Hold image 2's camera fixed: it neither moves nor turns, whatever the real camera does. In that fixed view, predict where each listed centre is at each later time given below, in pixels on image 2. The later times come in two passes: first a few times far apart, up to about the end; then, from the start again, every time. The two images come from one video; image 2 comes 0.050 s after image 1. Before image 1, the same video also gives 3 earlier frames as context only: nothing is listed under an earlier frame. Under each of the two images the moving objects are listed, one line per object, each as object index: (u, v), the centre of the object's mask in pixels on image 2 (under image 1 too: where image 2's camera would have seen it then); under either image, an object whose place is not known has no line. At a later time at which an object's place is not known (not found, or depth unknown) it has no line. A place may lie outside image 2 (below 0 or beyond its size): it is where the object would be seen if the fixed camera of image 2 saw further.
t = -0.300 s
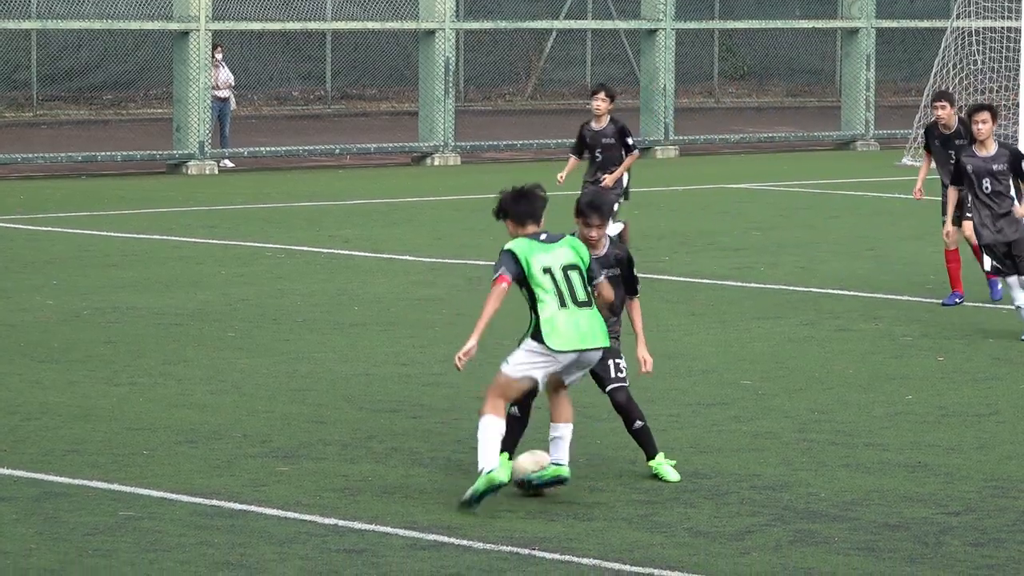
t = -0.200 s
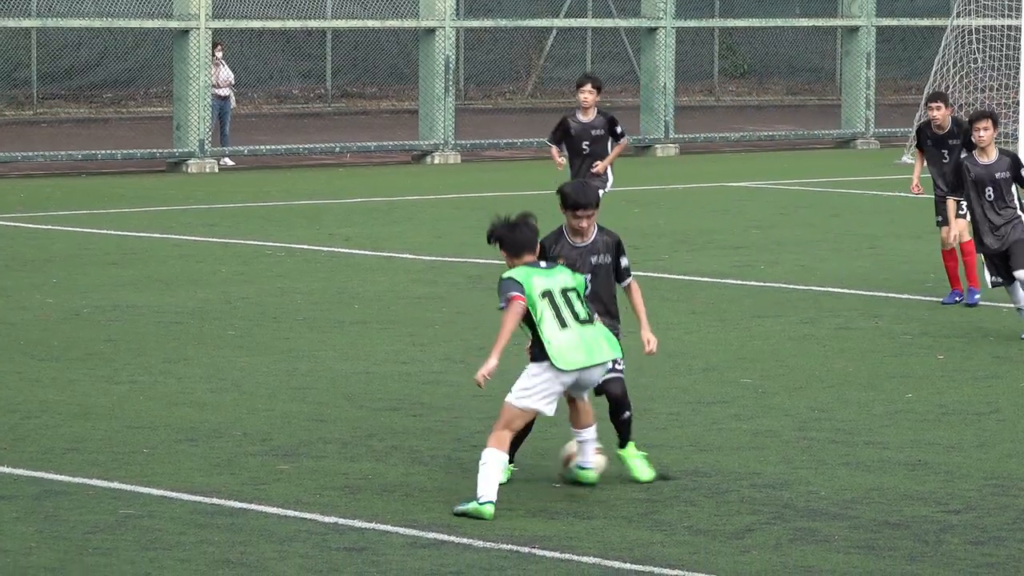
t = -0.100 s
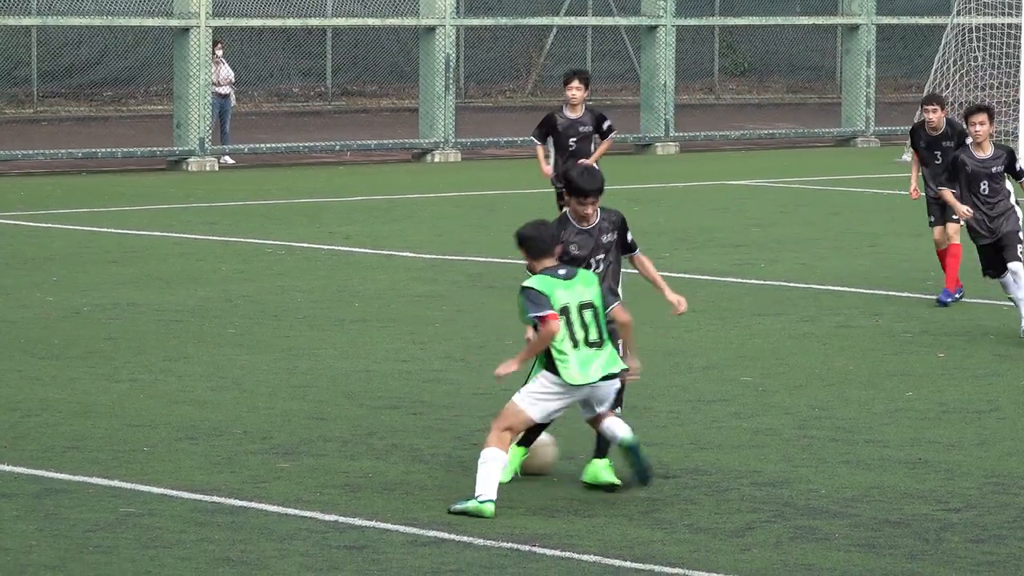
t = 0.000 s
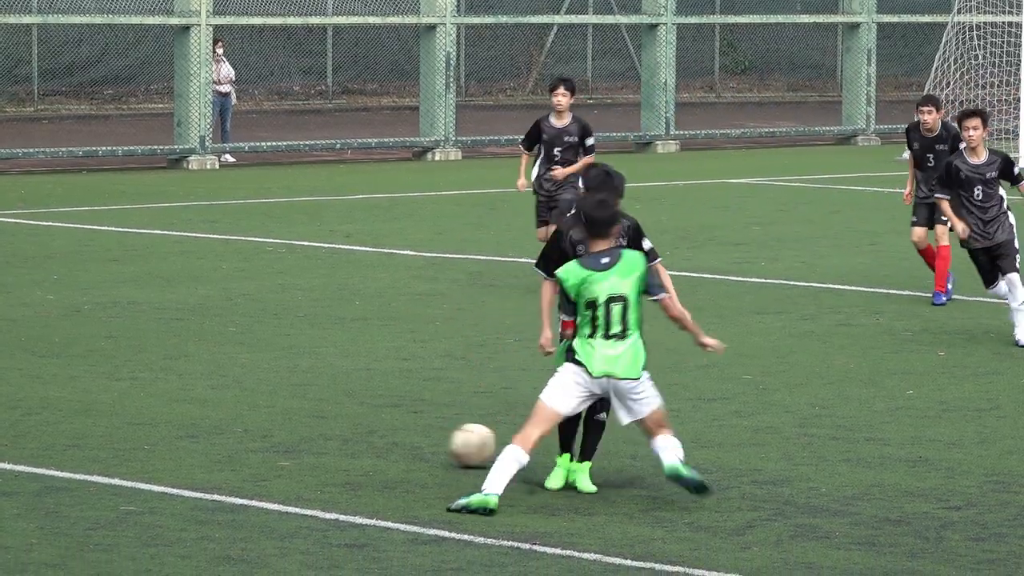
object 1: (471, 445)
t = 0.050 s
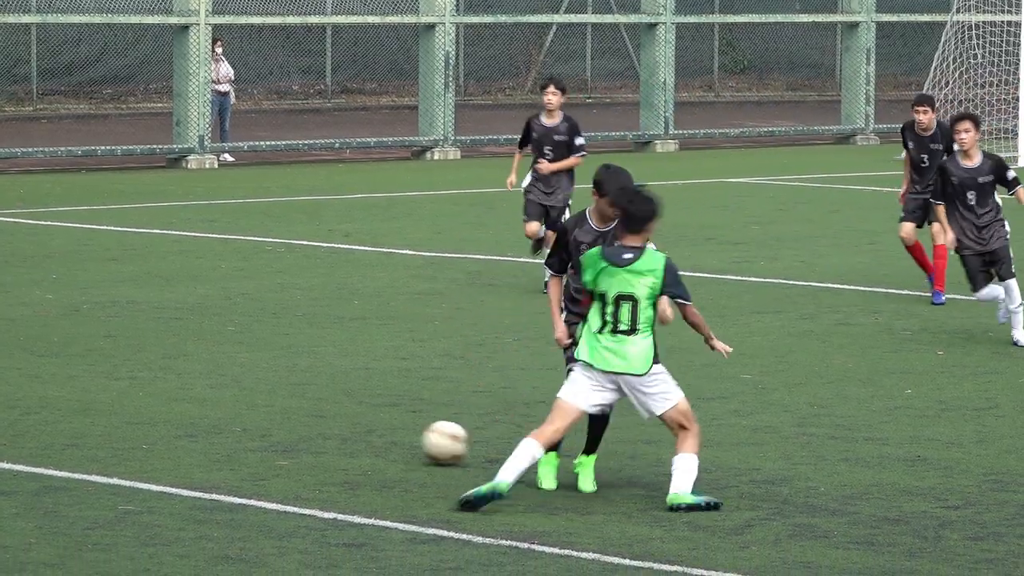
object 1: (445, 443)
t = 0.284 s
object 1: (349, 433)
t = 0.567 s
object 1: (256, 426)
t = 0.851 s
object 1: (172, 417)
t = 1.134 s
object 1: (99, 413)
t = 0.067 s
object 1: (437, 442)
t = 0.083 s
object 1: (429, 441)
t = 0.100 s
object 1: (421, 441)
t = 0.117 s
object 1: (414, 440)
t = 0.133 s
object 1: (406, 440)
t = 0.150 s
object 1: (399, 439)
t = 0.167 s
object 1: (392, 438)
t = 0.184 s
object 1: (386, 437)
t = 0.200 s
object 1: (379, 436)
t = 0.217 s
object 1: (373, 436)
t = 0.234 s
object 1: (367, 436)
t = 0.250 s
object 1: (361, 436)
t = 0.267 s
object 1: (355, 435)
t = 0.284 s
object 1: (349, 433)
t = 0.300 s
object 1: (344, 432)
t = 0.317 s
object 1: (337, 431)
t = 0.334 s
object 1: (332, 431)
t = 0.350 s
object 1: (326, 431)
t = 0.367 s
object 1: (320, 433)
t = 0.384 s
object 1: (314, 432)
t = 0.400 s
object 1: (309, 430)
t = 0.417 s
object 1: (303, 429)
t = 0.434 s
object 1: (297, 428)
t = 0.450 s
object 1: (292, 427)
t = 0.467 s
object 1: (287, 428)
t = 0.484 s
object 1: (281, 428)
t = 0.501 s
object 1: (277, 429)
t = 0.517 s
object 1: (271, 428)
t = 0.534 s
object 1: (266, 426)
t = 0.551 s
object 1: (261, 426)
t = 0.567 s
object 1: (256, 426)
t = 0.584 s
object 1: (251, 426)
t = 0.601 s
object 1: (246, 425)
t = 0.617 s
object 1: (241, 424)
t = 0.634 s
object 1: (236, 423)
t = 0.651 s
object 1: (231, 422)
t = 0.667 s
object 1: (226, 422)
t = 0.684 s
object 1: (221, 423)
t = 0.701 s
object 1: (216, 422)
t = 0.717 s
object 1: (211, 421)
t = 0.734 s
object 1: (206, 420)
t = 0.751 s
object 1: (201, 420)
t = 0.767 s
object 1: (196, 419)
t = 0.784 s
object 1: (191, 420)
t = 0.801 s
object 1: (186, 420)
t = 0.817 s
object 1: (181, 419)
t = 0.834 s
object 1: (176, 418)
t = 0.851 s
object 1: (172, 417)
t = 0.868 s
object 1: (167, 418)
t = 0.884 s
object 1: (162, 417)
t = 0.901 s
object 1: (158, 418)
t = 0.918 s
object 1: (153, 417)
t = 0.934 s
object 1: (149, 416)
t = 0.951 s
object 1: (145, 416)
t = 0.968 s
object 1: (141, 416)
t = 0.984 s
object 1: (136, 416)
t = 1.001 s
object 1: (132, 416)
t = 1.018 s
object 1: (128, 415)
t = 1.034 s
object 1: (124, 415)
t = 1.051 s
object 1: (120, 414)
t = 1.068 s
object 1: (116, 414)
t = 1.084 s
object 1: (111, 413)
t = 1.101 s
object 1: (108, 414)
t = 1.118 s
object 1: (103, 413)
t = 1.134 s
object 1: (99, 413)
